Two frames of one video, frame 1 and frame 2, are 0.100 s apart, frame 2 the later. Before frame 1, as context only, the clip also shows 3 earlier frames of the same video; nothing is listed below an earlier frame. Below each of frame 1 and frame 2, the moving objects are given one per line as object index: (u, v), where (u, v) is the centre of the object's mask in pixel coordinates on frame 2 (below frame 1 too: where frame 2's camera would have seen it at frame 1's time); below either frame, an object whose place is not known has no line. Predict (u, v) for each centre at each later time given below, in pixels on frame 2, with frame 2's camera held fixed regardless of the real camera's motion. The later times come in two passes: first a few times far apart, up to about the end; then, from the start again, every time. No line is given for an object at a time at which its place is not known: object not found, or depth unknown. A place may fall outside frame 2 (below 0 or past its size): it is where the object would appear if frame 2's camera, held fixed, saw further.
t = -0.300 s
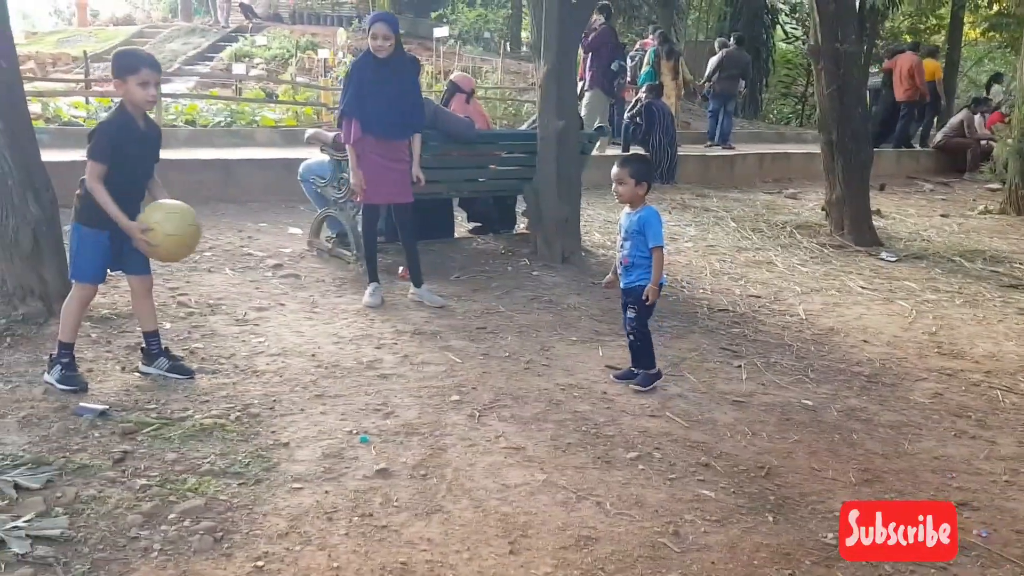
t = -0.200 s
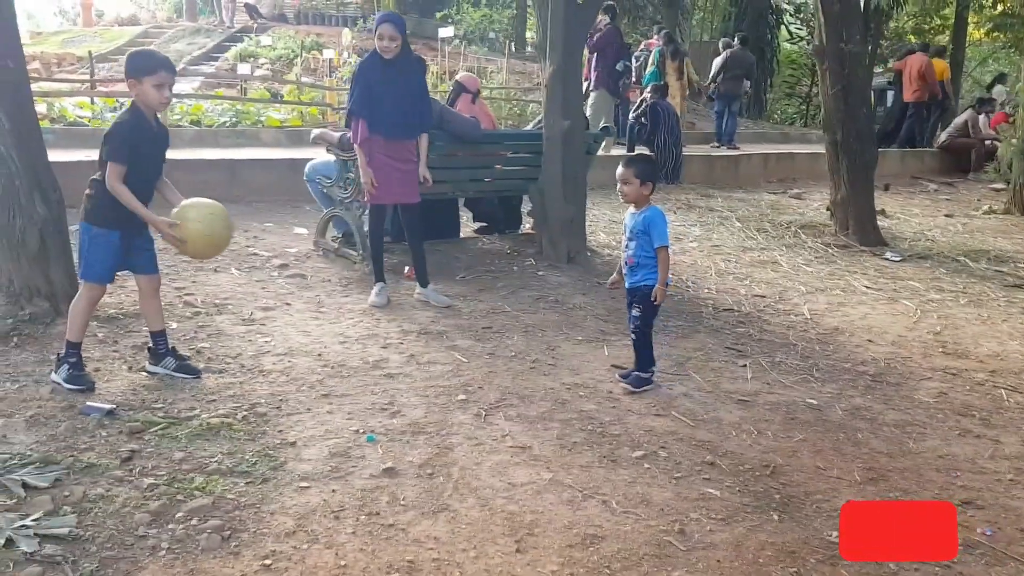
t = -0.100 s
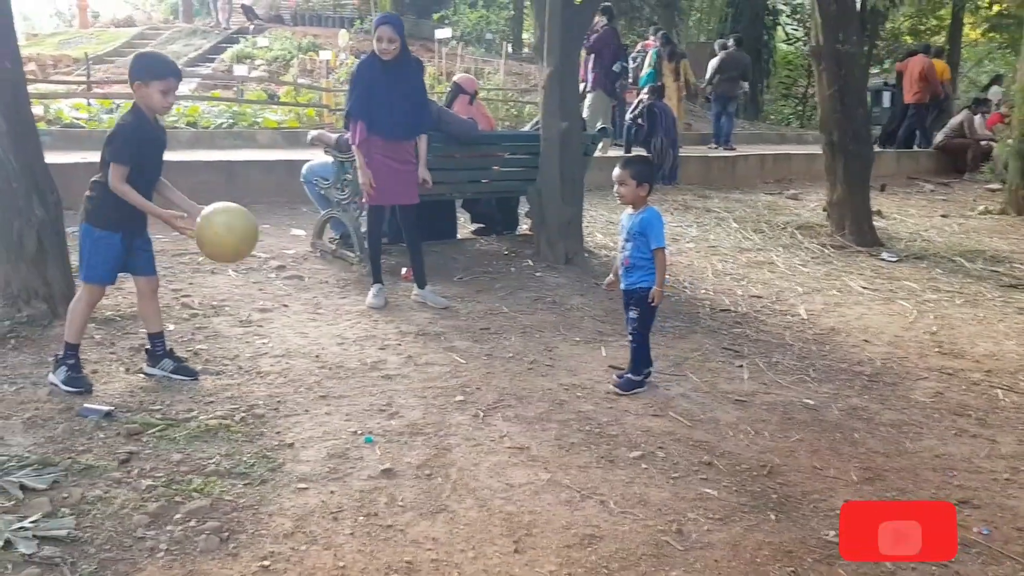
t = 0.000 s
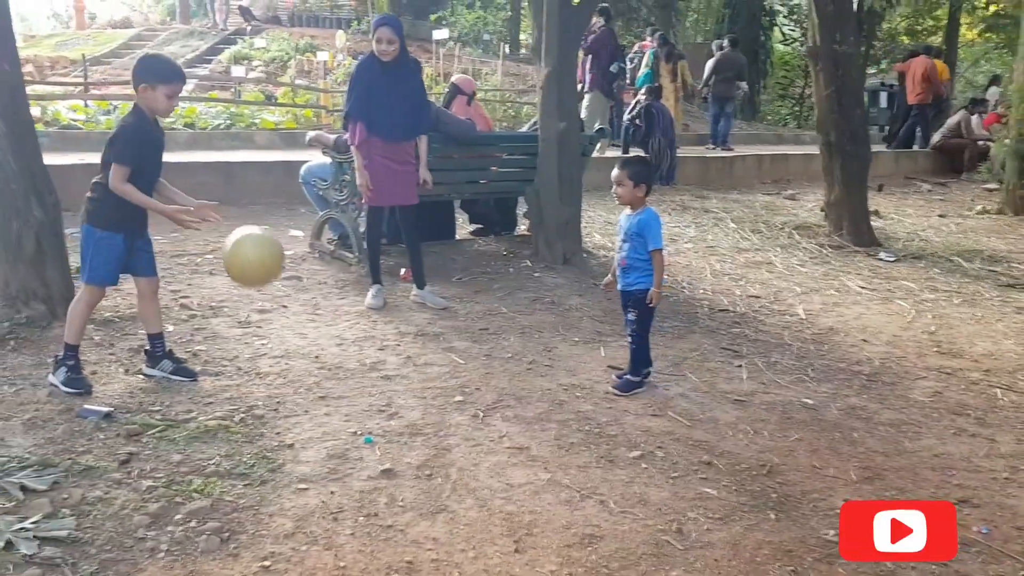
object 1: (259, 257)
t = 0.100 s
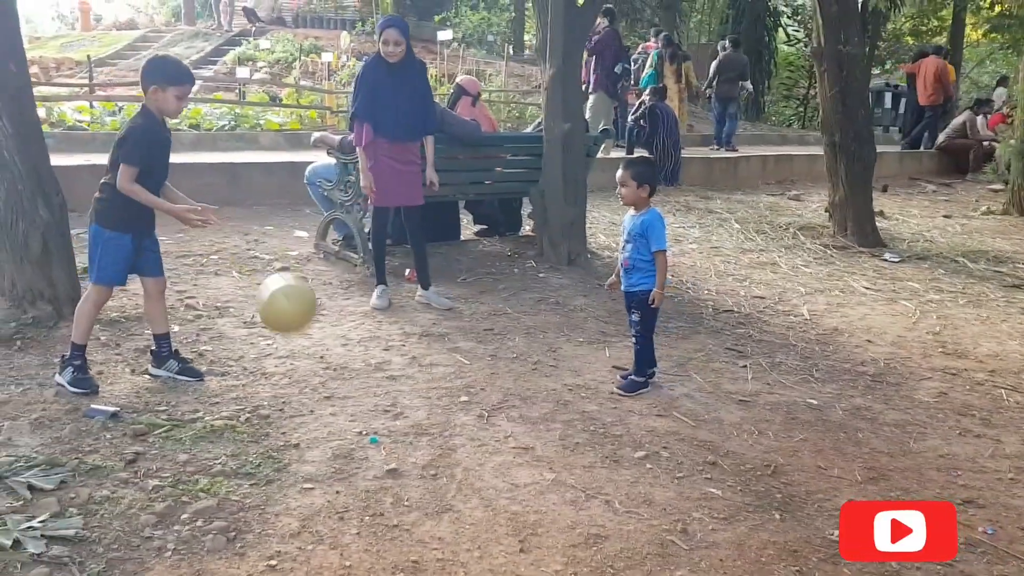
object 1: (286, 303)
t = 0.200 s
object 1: (315, 338)
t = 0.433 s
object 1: (382, 283)
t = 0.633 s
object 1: (439, 337)
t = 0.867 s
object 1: (510, 325)
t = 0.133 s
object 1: (296, 324)
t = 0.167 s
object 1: (306, 347)
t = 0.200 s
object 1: (315, 338)
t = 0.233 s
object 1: (325, 322)
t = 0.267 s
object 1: (334, 310)
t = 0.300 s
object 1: (344, 299)
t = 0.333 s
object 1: (353, 291)
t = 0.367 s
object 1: (363, 286)
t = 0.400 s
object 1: (372, 283)
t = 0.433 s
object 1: (382, 283)
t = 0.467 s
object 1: (391, 285)
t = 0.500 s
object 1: (401, 290)
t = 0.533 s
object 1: (410, 298)
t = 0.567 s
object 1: (419, 308)
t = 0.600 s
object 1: (429, 322)
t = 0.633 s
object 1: (439, 337)
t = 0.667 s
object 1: (448, 354)
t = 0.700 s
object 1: (458, 355)
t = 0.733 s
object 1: (468, 344)
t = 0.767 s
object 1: (478, 335)
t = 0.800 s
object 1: (489, 330)
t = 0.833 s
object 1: (500, 326)
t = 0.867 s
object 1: (510, 325)
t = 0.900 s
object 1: (521, 327)
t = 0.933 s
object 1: (531, 331)
